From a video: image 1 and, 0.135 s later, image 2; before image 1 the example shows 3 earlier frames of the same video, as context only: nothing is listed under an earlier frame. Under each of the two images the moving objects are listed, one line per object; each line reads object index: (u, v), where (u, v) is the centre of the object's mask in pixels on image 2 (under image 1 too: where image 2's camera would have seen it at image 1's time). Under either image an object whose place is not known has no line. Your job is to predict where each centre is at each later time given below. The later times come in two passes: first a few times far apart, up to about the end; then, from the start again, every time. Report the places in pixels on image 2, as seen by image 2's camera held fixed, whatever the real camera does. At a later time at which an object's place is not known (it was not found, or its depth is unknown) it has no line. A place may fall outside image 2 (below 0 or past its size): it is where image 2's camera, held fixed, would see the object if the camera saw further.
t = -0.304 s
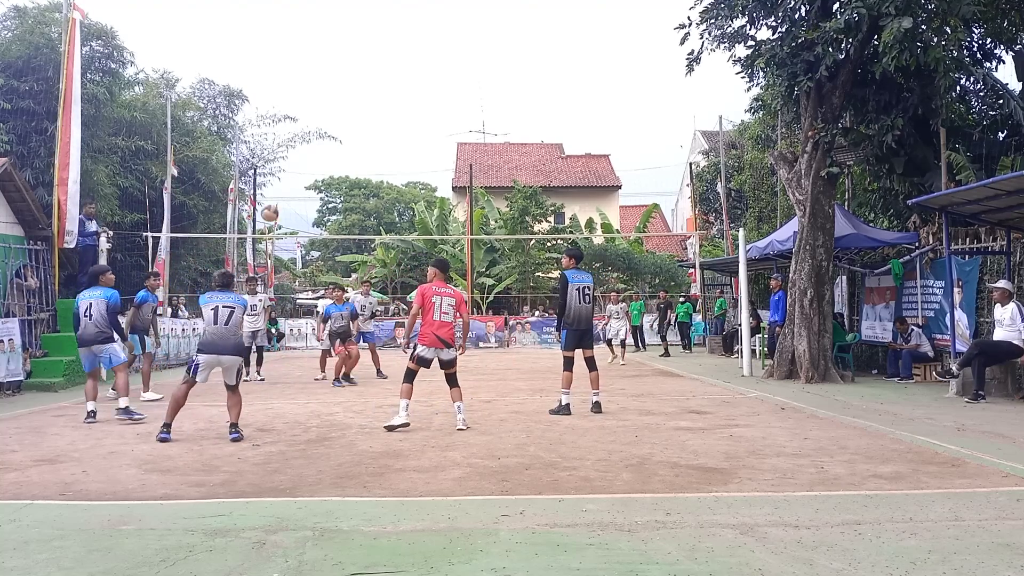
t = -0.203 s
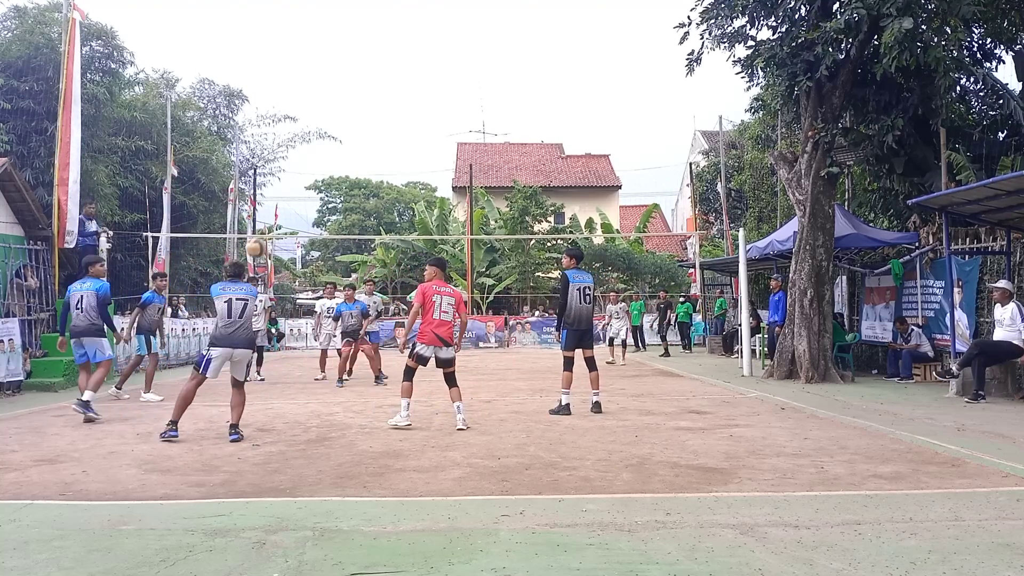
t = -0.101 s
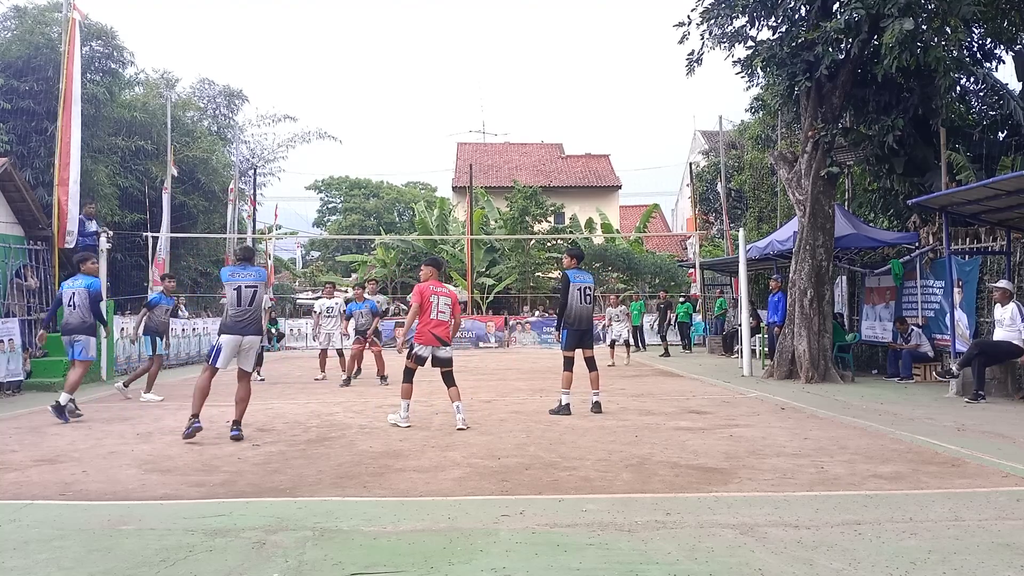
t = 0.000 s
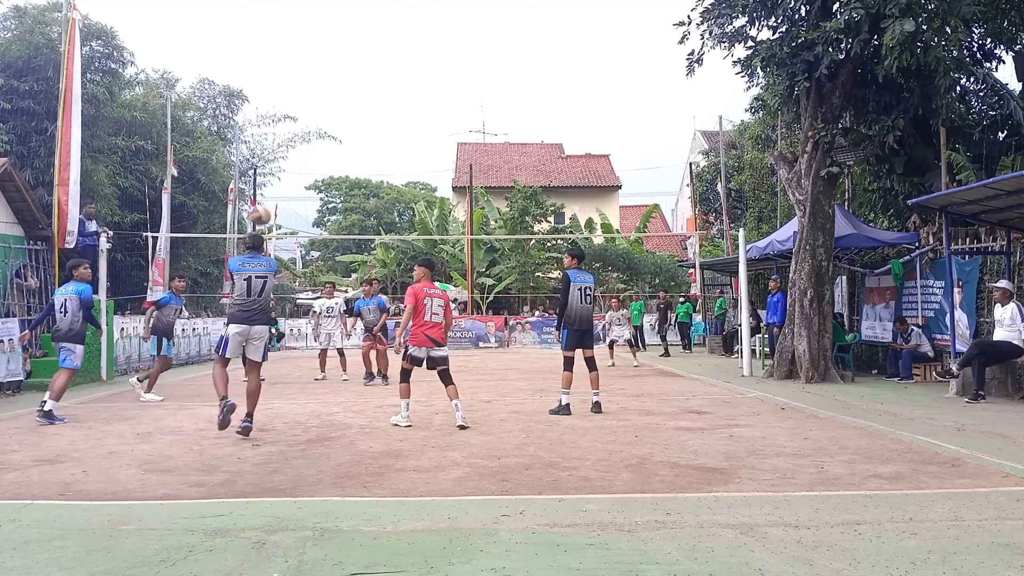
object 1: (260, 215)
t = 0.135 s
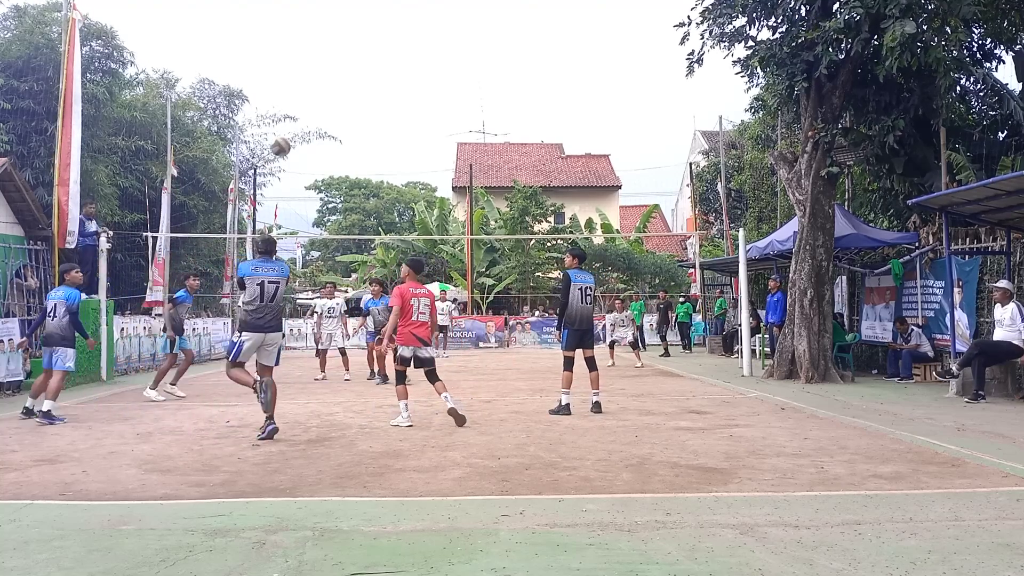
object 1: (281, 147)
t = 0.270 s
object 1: (300, 100)
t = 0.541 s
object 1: (335, 62)
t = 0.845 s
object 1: (370, 91)
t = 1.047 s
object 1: (391, 146)
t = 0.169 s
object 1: (285, 134)
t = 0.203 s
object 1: (290, 121)
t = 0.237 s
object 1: (295, 110)
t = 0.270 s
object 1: (300, 100)
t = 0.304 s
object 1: (304, 91)
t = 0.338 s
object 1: (309, 84)
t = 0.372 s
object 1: (314, 78)
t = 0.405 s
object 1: (318, 72)
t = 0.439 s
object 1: (323, 68)
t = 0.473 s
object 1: (327, 65)
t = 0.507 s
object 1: (331, 62)
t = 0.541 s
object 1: (335, 62)
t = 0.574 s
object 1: (339, 61)
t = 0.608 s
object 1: (343, 62)
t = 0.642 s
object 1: (347, 63)
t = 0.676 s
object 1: (351, 66)
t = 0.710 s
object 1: (355, 69)
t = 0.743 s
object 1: (359, 73)
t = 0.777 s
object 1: (363, 79)
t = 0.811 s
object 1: (367, 85)
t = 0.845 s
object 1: (370, 91)
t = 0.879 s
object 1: (374, 98)
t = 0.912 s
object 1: (378, 107)
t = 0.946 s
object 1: (381, 115)
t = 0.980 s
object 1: (385, 125)
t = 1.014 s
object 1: (388, 135)
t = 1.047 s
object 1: (391, 146)
